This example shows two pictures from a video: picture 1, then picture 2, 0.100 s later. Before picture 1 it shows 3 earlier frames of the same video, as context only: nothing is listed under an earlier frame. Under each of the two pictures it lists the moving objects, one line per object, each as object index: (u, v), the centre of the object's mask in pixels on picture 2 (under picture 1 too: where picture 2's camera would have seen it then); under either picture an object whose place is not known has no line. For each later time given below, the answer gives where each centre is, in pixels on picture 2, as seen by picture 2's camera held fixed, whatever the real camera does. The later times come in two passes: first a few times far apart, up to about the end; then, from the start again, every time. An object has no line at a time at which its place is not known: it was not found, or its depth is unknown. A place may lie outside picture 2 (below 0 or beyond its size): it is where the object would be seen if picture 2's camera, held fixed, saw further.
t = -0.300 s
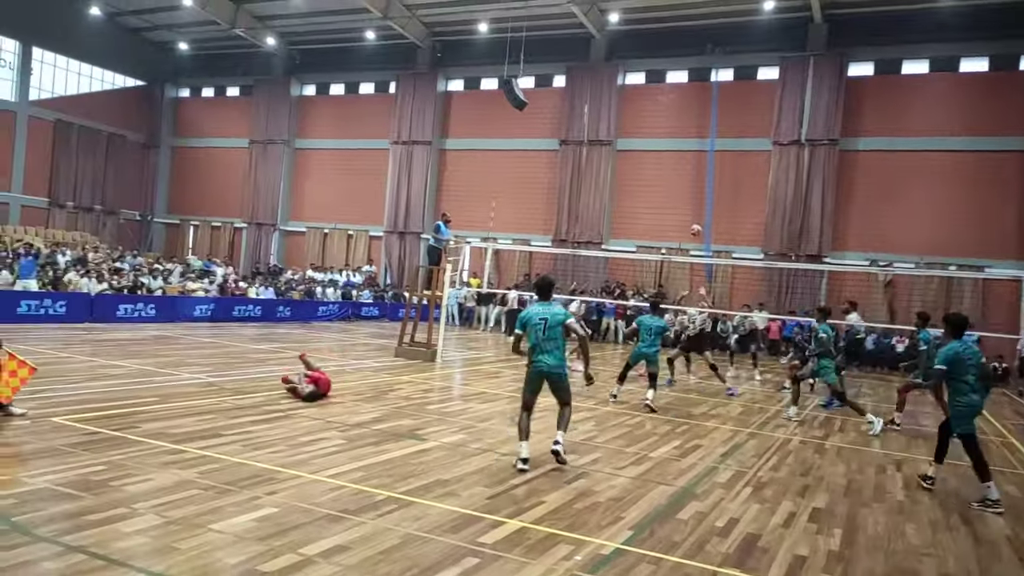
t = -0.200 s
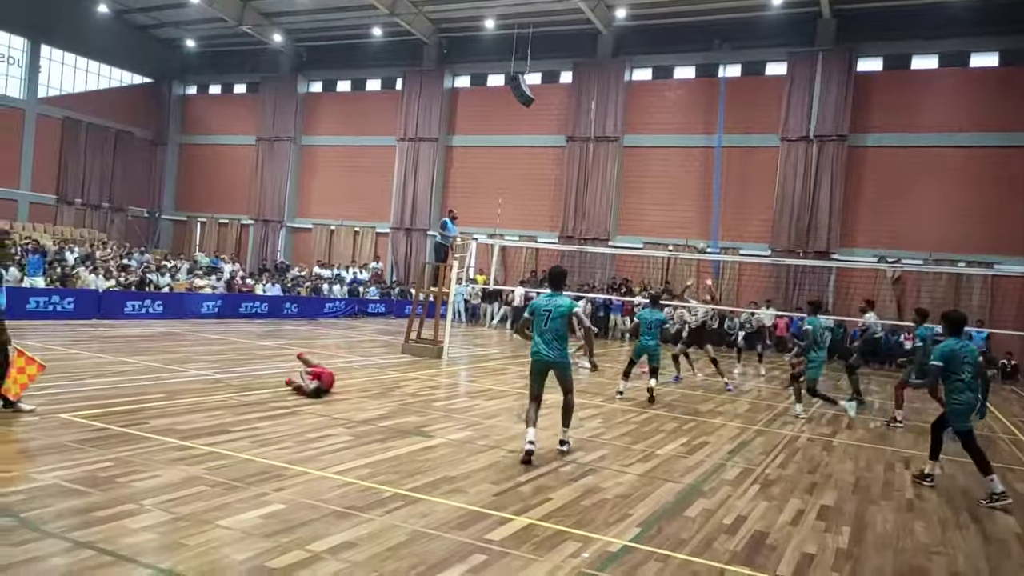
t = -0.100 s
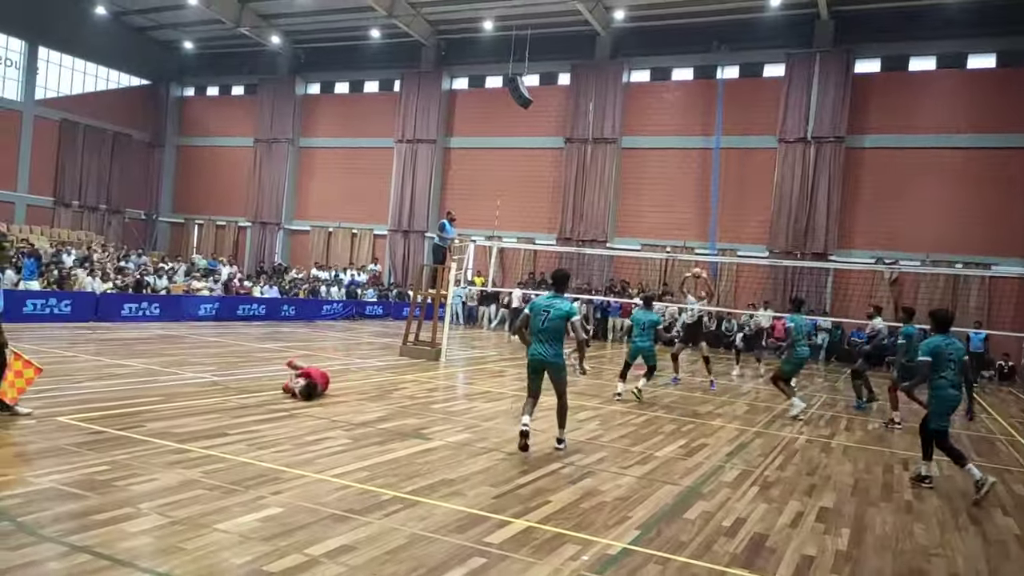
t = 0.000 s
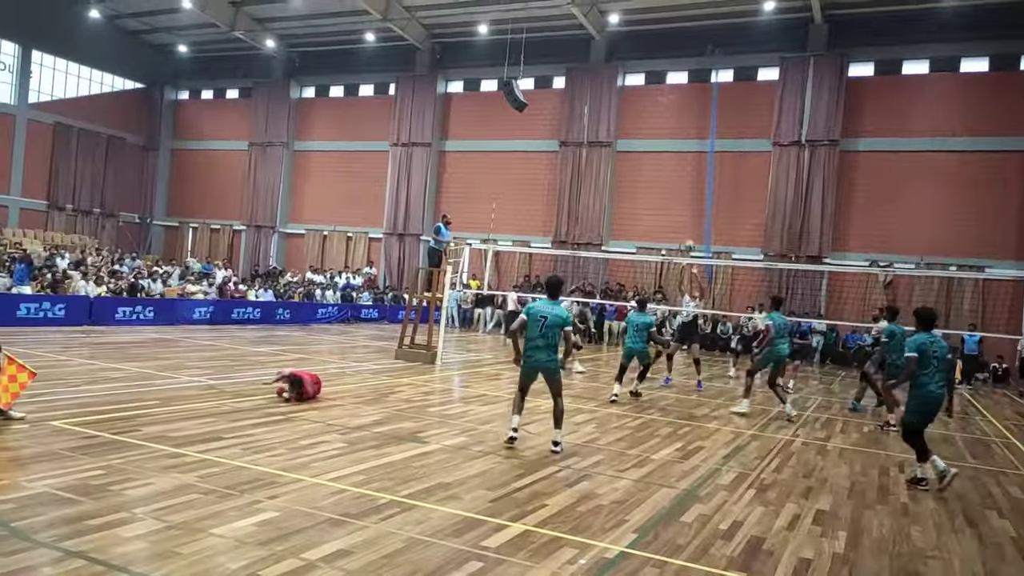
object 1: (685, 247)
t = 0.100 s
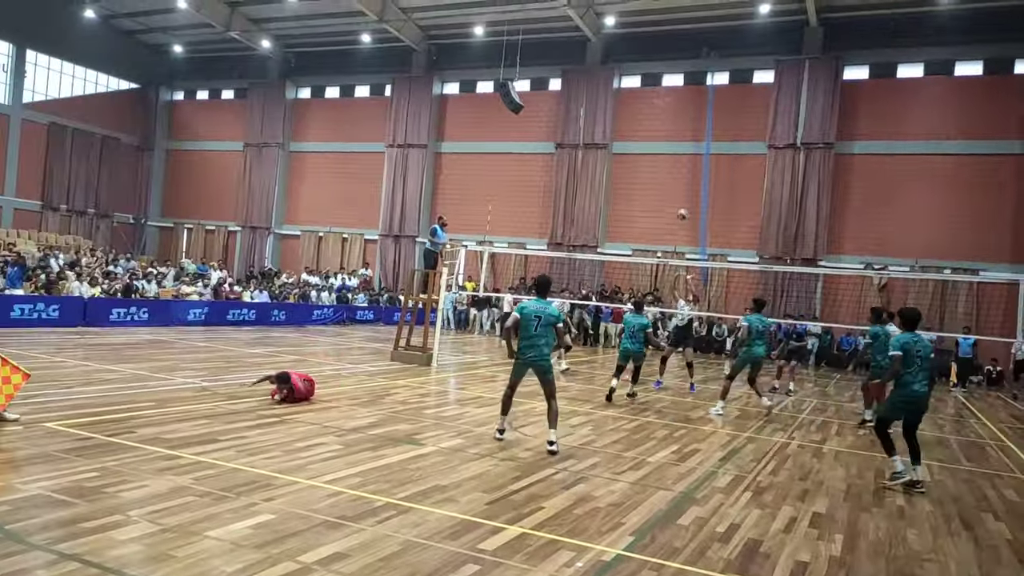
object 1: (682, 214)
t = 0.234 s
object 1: (678, 179)
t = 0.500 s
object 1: (668, 136)
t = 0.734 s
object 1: (659, 129)
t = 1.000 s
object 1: (644, 152)
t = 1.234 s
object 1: (631, 196)
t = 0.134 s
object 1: (681, 205)
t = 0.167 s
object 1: (680, 195)
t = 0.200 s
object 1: (679, 187)
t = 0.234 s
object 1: (678, 179)
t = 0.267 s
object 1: (678, 172)
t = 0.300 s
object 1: (676, 165)
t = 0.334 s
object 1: (675, 158)
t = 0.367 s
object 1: (673, 153)
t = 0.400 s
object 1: (673, 148)
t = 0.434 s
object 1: (671, 144)
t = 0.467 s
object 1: (670, 139)
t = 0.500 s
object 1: (668, 136)
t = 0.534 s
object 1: (667, 134)
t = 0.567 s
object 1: (666, 132)
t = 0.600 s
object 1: (665, 130)
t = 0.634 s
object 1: (664, 129)
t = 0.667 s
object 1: (662, 128)
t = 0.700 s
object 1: (660, 128)
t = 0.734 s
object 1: (659, 129)
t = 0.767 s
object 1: (657, 130)
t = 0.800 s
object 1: (655, 132)
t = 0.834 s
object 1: (653, 133)
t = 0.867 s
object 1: (651, 136)
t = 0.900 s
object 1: (650, 139)
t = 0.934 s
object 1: (648, 143)
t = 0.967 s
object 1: (646, 147)
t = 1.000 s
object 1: (644, 152)
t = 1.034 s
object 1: (643, 157)
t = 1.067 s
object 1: (640, 162)
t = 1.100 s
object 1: (639, 168)
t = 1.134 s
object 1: (636, 174)
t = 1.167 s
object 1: (635, 181)
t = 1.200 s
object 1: (632, 188)
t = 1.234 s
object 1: (631, 196)
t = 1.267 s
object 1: (629, 204)
